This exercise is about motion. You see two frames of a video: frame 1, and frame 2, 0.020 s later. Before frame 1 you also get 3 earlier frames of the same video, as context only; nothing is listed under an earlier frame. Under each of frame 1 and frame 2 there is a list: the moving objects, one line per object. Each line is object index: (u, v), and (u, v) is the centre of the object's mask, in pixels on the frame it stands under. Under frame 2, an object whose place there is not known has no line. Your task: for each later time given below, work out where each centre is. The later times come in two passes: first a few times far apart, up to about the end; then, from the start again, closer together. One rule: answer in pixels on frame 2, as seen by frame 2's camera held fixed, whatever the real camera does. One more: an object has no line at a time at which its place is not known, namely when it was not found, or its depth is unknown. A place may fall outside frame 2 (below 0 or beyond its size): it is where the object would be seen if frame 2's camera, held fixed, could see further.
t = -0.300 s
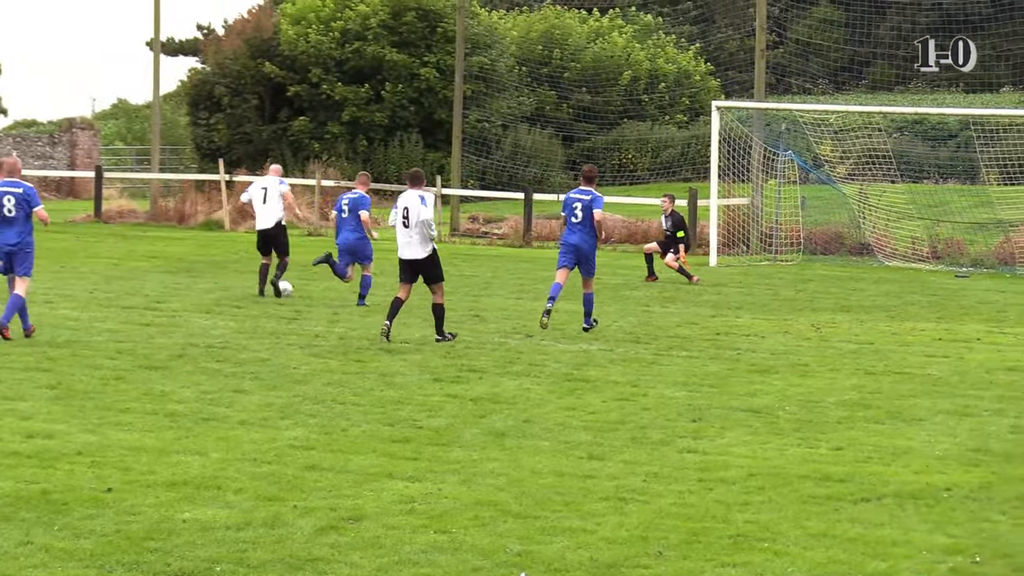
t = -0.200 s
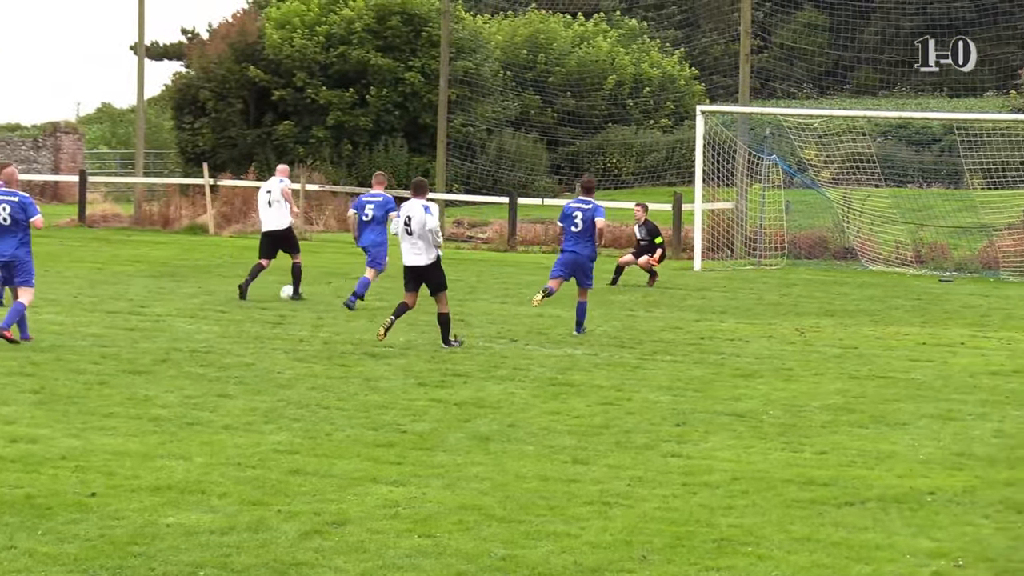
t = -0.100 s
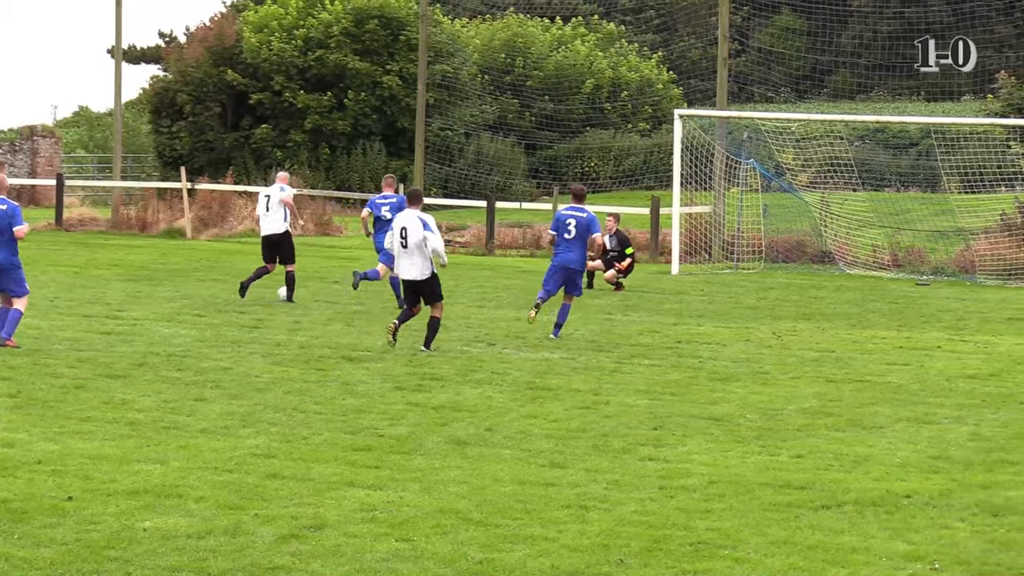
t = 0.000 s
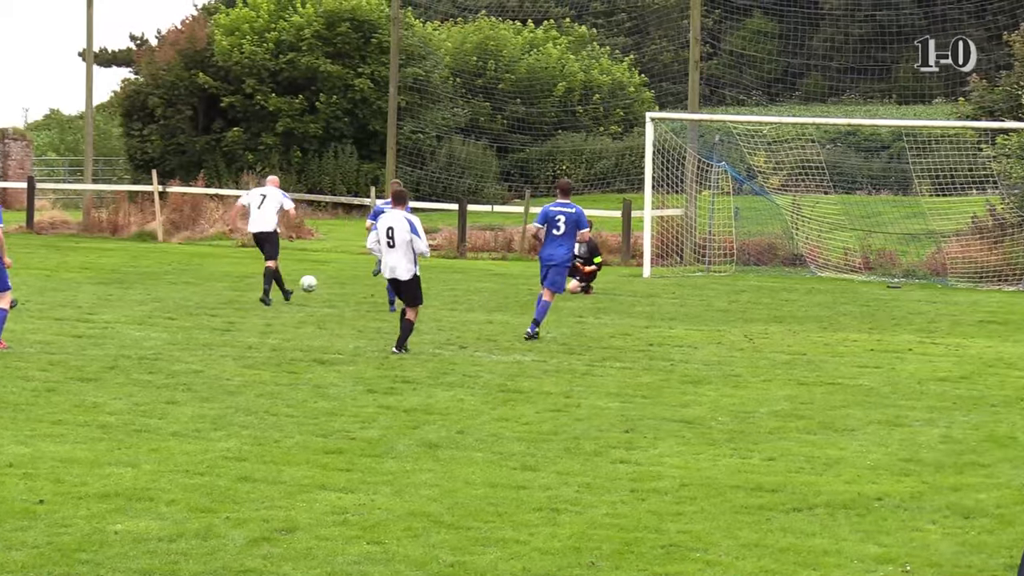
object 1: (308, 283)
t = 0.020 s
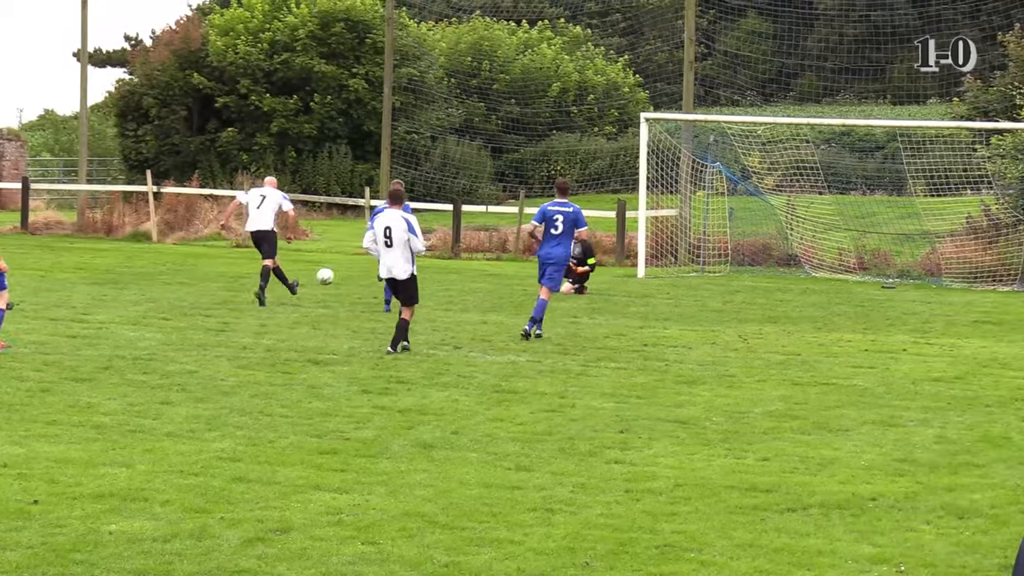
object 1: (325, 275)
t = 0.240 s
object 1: (557, 213)
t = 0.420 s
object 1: (714, 186)
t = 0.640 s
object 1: (896, 183)
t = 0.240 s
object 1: (557, 213)
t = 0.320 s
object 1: (630, 198)
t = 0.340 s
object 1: (649, 195)
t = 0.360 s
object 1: (664, 192)
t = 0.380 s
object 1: (681, 190)
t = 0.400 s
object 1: (698, 188)
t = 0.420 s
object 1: (714, 186)
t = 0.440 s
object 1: (732, 184)
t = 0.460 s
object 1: (748, 182)
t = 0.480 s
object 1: (765, 181)
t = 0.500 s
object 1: (782, 180)
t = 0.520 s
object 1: (798, 180)
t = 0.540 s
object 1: (815, 180)
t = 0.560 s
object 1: (831, 180)
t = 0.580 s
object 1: (847, 181)
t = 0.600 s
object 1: (863, 182)
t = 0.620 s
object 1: (879, 183)
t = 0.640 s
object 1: (896, 183)
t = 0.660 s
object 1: (912, 185)
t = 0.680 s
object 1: (928, 186)
